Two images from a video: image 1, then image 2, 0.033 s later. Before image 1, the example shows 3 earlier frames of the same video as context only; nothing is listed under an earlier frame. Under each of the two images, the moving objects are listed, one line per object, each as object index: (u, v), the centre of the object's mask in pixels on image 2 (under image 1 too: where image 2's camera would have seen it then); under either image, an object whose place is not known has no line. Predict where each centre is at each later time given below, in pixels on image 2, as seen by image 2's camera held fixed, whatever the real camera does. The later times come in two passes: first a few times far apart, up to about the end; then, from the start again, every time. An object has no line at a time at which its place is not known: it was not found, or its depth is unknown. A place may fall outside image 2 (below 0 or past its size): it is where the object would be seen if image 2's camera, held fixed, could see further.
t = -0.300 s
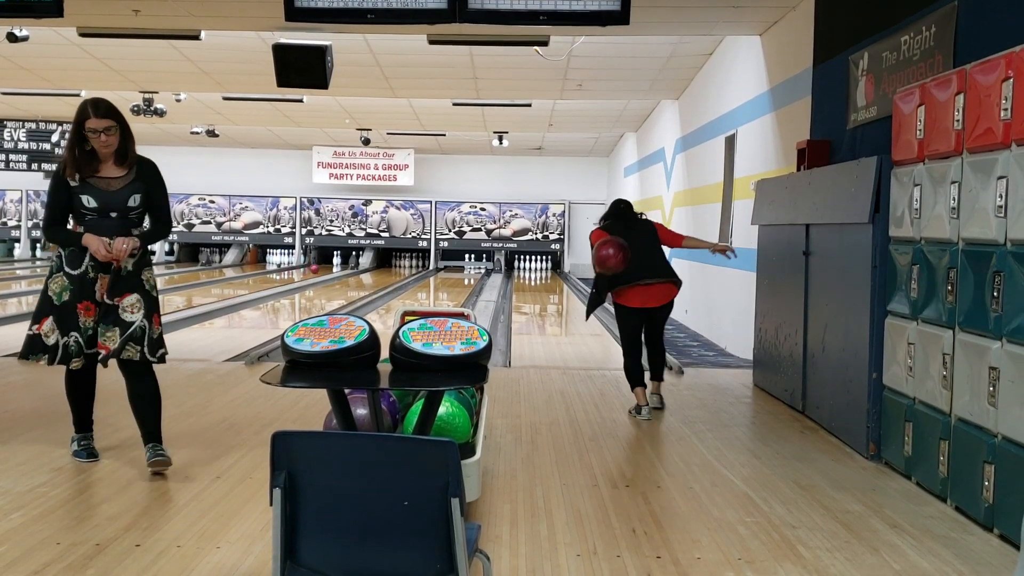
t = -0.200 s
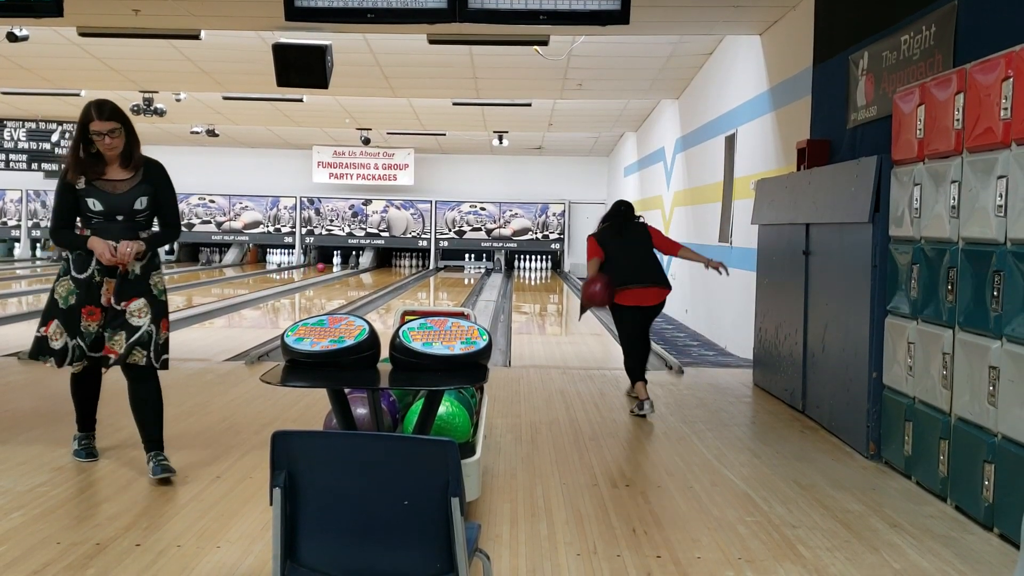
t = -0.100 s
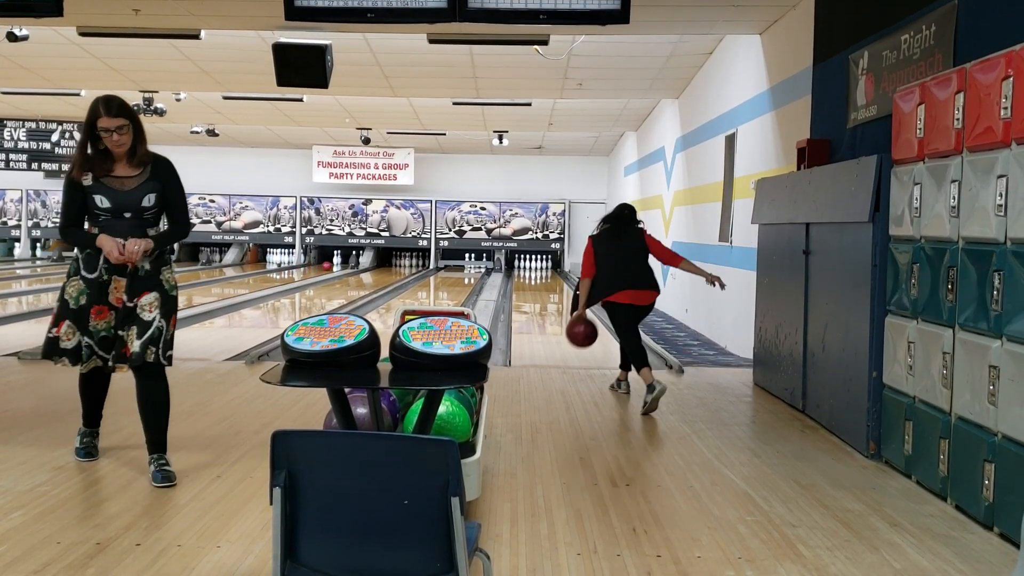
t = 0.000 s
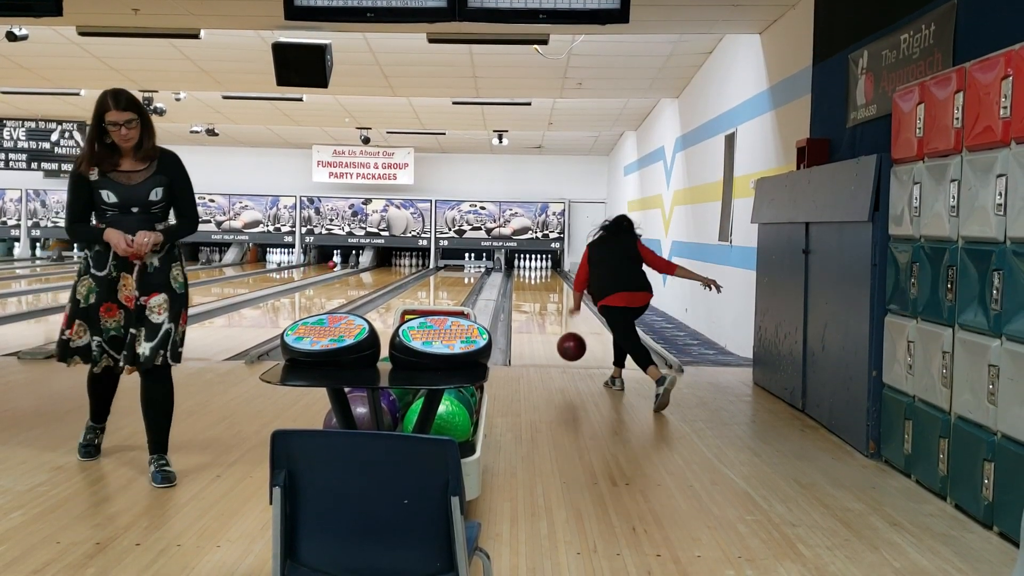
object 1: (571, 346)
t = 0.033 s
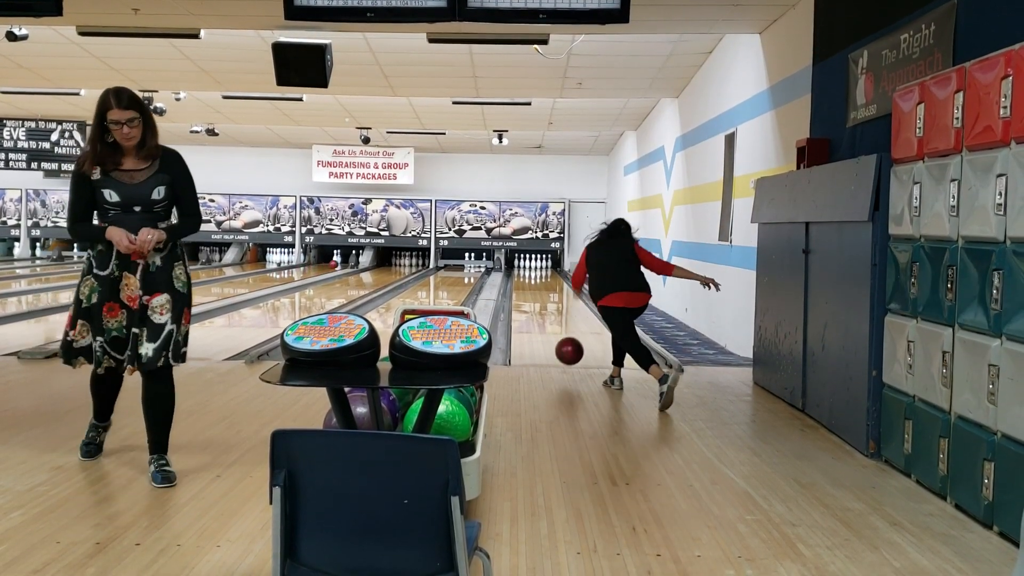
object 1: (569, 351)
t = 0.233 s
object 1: (560, 338)
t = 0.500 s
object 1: (553, 323)
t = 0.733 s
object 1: (550, 312)
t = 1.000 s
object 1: (545, 301)
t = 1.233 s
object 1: (544, 294)
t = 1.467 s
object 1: (542, 287)
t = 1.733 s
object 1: (539, 282)
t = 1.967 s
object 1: (538, 278)
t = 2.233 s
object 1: (534, 275)
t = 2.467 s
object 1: (532, 272)
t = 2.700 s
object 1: (532, 269)
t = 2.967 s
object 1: (532, 266)
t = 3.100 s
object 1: (532, 264)
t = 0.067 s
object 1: (567, 356)
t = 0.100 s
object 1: (566, 353)
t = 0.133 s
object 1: (564, 347)
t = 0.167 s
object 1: (563, 342)
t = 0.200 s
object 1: (562, 339)
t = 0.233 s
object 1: (560, 338)
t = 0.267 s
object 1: (559, 337)
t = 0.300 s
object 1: (558, 337)
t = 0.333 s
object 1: (557, 334)
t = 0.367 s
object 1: (556, 332)
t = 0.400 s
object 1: (555, 330)
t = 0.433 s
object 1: (554, 328)
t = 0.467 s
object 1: (554, 325)
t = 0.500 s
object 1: (553, 323)
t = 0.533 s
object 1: (552, 321)
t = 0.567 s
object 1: (551, 319)
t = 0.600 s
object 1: (551, 317)
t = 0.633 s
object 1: (550, 316)
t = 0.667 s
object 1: (550, 315)
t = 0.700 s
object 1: (550, 313)
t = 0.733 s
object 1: (550, 312)
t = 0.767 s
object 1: (550, 311)
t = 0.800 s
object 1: (549, 310)
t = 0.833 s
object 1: (549, 308)
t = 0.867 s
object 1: (548, 307)
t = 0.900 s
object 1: (547, 305)
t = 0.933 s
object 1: (546, 304)
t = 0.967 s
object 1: (546, 303)
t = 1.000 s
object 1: (545, 301)
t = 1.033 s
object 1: (545, 301)
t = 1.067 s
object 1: (545, 299)
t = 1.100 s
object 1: (545, 298)
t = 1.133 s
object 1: (545, 297)
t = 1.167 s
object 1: (544, 296)
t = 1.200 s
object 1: (544, 295)
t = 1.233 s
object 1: (544, 294)
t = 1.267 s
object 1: (544, 293)
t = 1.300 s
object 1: (544, 292)
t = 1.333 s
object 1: (543, 291)
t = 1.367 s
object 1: (543, 290)
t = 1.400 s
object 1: (543, 289)
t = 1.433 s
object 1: (542, 288)
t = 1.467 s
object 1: (542, 287)
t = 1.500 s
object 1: (542, 287)
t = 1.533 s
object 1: (542, 285)
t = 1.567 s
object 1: (541, 285)
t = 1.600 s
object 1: (540, 285)
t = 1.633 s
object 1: (540, 284)
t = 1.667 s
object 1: (540, 284)
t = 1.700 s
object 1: (540, 283)
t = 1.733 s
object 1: (539, 282)
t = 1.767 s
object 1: (539, 282)
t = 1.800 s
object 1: (539, 281)
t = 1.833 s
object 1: (539, 281)
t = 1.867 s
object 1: (539, 280)
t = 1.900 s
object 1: (538, 280)
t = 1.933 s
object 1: (538, 279)
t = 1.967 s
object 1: (538, 278)
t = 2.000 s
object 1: (538, 278)
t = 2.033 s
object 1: (538, 277)
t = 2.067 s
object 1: (538, 277)
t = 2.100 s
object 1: (537, 277)
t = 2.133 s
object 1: (537, 276)
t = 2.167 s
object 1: (536, 276)
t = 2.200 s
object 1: (535, 275)
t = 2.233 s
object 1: (534, 275)
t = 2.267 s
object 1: (533, 274)
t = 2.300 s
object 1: (533, 274)
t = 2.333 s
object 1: (532, 273)
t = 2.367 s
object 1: (532, 273)
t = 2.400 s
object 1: (532, 273)
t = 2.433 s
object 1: (532, 272)
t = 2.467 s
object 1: (532, 272)
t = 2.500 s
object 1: (532, 272)
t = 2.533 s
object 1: (532, 271)
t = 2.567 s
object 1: (532, 271)
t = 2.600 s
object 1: (532, 271)
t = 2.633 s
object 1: (532, 270)
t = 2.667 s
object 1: (532, 270)
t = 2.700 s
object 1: (532, 269)
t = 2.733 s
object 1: (532, 269)
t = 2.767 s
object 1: (532, 269)
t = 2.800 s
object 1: (532, 268)
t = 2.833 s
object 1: (532, 268)
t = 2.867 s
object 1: (532, 267)
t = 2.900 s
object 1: (532, 267)
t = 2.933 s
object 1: (532, 266)
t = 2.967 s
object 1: (532, 266)
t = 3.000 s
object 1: (532, 265)
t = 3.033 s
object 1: (532, 265)
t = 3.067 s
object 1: (532, 264)
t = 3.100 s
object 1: (532, 264)
